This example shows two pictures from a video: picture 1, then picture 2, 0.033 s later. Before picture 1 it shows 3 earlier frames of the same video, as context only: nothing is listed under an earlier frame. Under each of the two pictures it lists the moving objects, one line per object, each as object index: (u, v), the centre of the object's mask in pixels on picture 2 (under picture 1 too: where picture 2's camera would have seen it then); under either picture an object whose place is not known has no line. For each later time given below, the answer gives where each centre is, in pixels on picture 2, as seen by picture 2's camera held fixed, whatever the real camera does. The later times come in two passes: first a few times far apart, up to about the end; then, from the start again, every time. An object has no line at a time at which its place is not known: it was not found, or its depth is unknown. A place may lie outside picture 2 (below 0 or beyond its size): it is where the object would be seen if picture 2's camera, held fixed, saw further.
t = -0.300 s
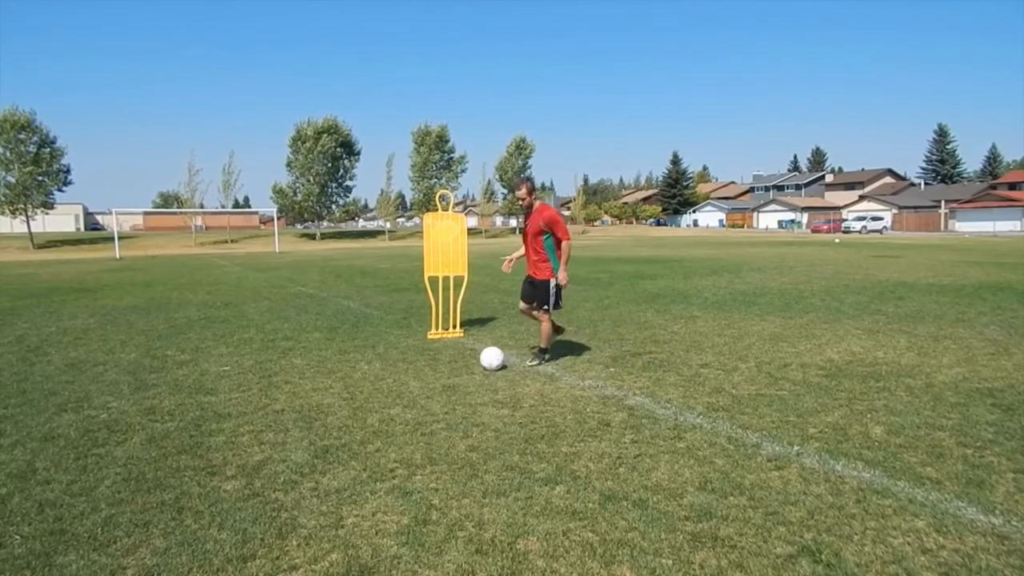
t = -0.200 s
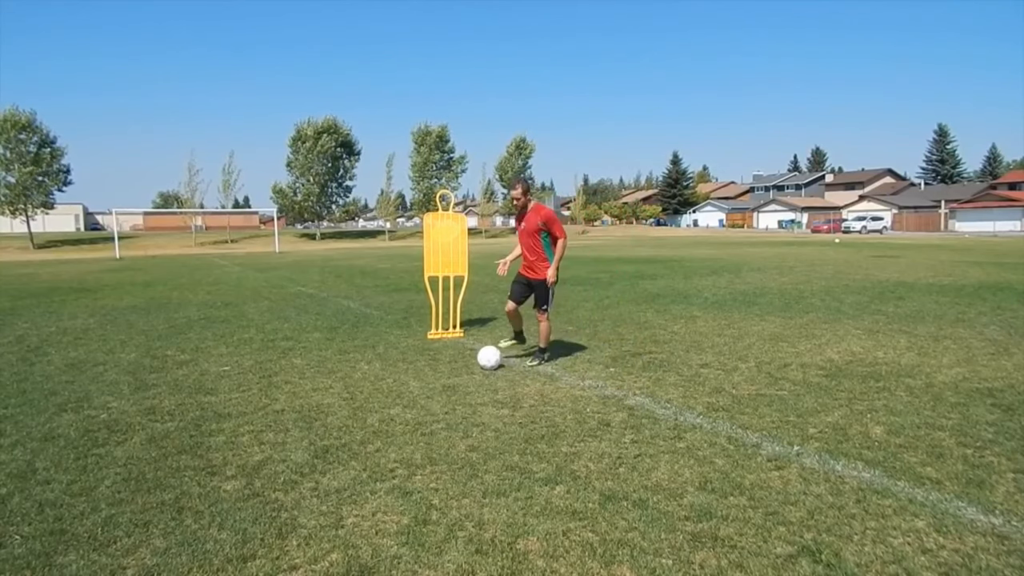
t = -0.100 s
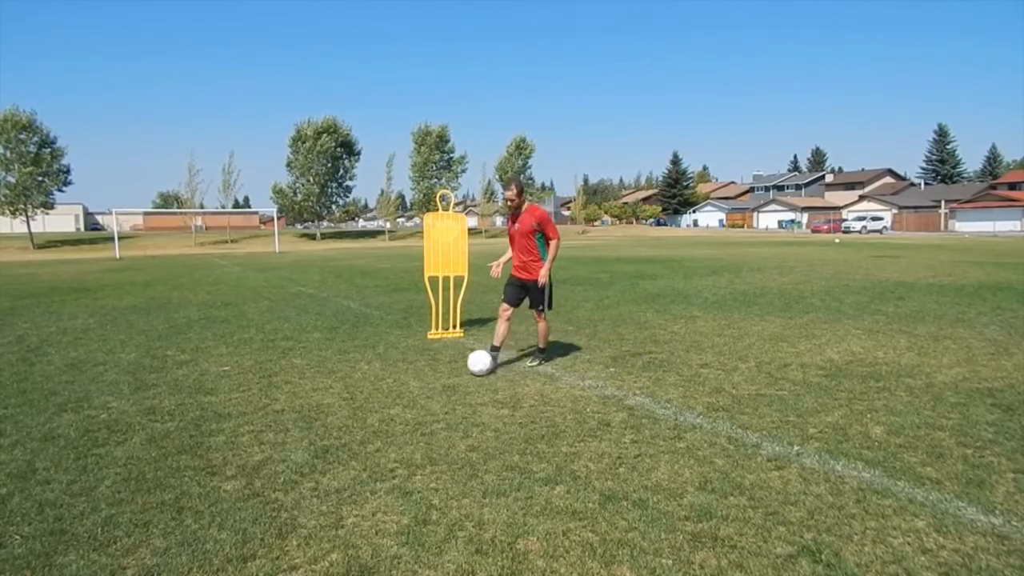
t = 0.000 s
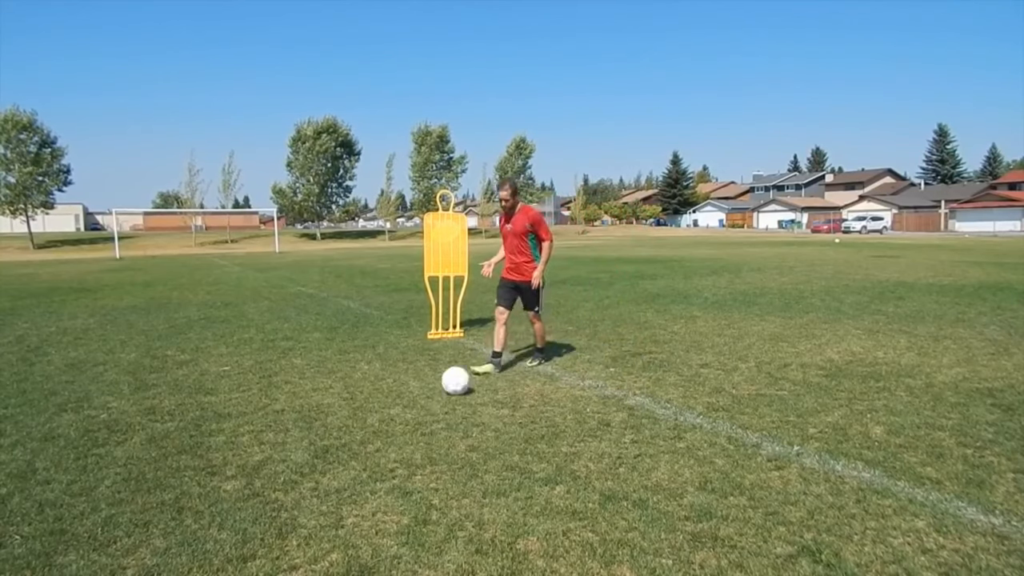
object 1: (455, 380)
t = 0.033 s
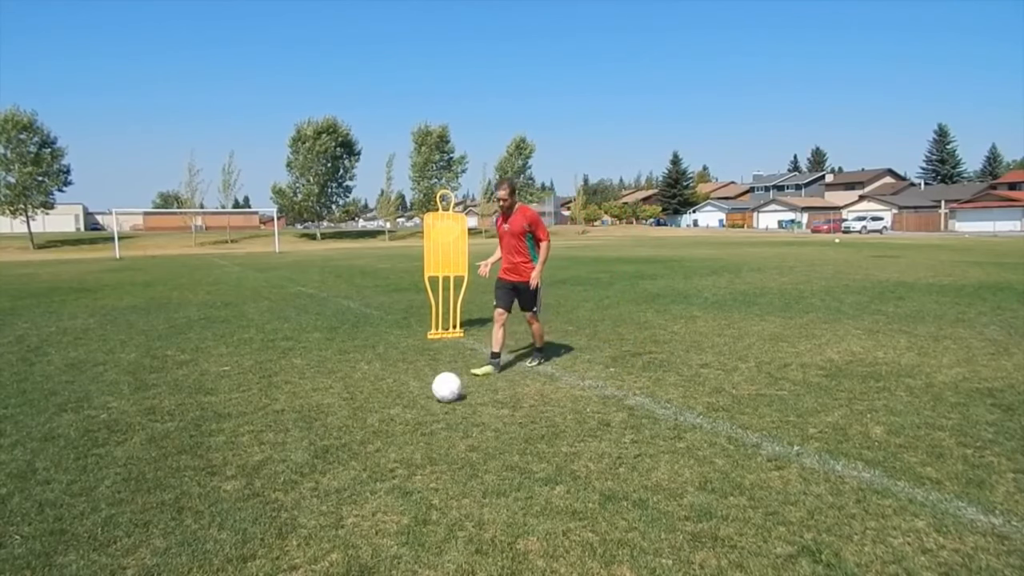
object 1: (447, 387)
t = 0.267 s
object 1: (368, 448)
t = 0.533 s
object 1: (239, 538)
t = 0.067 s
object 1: (437, 395)
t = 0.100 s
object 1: (427, 404)
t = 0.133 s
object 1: (416, 411)
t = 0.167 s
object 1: (405, 418)
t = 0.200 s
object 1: (394, 427)
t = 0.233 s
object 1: (380, 437)
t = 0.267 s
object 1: (368, 448)
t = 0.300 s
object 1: (355, 454)
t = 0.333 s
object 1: (342, 463)
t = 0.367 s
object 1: (327, 473)
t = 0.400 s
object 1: (310, 486)
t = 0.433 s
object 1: (293, 503)
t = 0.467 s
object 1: (275, 516)
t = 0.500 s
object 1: (258, 526)
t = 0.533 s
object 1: (239, 538)
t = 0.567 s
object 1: (218, 550)
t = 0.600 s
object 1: (197, 560)
